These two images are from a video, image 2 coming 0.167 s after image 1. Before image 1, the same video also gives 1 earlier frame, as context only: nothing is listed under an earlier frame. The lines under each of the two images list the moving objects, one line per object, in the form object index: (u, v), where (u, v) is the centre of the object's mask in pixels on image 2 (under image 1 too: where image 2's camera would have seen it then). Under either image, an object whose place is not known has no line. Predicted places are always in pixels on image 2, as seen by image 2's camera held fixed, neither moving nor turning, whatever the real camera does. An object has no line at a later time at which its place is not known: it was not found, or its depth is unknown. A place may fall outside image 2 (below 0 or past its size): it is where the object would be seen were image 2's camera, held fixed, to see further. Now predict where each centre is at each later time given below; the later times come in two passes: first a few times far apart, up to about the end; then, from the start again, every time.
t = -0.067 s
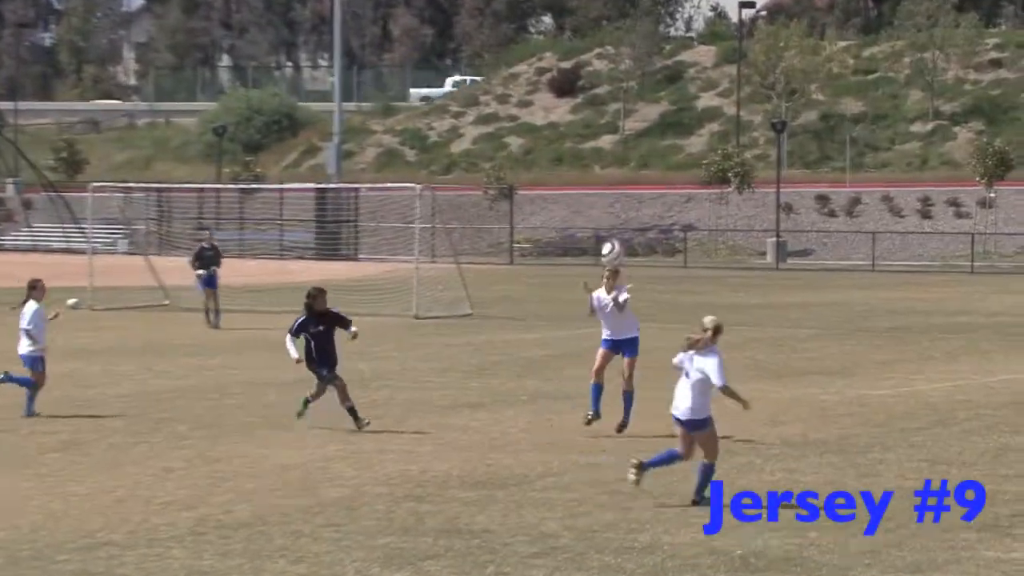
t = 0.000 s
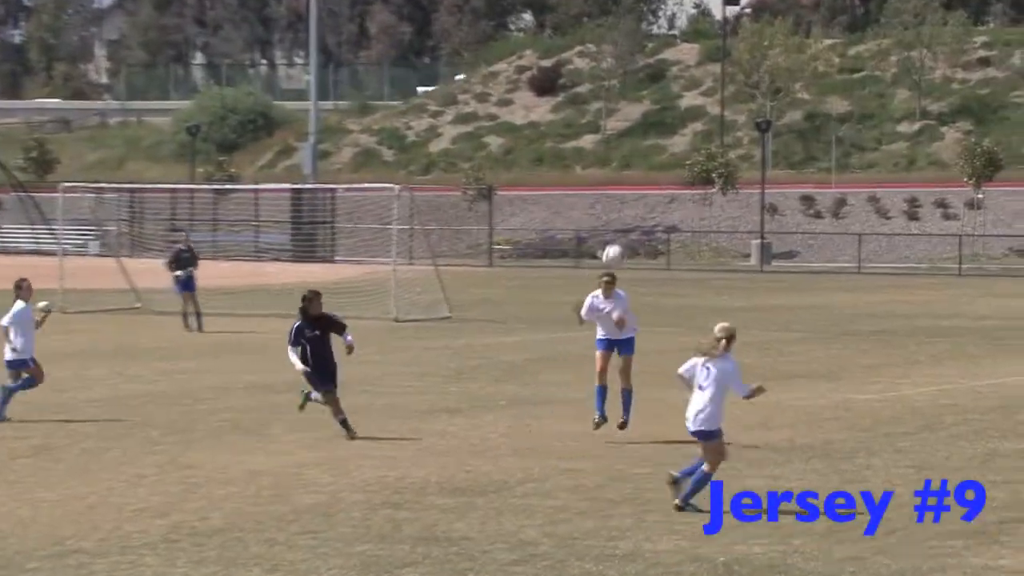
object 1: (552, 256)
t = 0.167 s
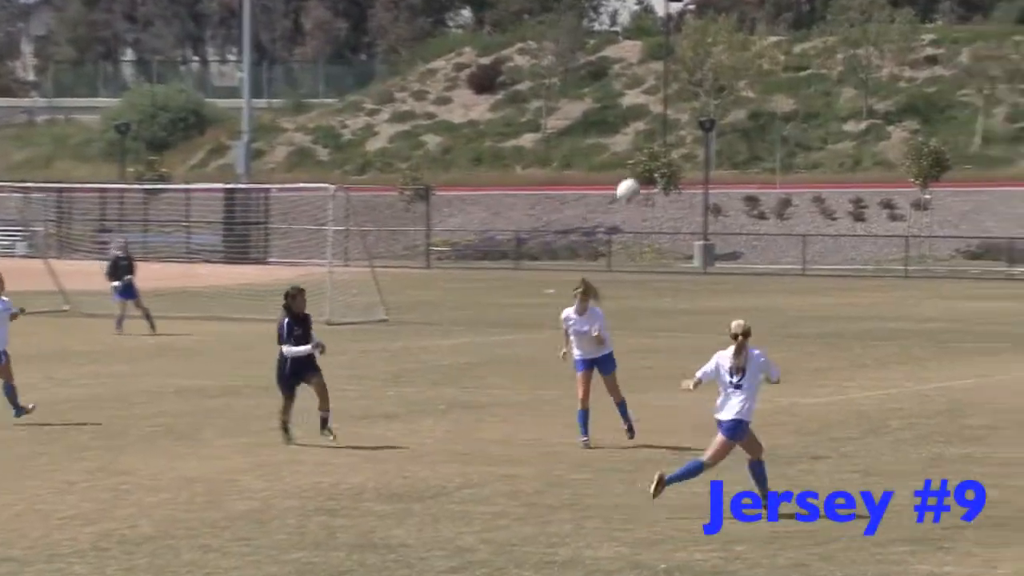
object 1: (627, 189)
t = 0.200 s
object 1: (642, 180)
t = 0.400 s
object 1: (738, 139)
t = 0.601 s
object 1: (835, 135)
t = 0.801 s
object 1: (937, 177)
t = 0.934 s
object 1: (1015, 234)
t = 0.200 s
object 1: (642, 180)
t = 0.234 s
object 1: (659, 172)
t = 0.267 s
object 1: (674, 163)
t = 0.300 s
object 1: (690, 153)
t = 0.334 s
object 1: (705, 148)
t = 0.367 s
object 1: (721, 143)
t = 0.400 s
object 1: (738, 139)
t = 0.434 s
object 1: (754, 135)
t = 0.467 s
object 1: (770, 133)
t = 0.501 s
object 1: (786, 132)
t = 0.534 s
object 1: (803, 132)
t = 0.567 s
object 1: (818, 134)
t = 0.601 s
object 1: (835, 135)
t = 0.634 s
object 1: (853, 139)
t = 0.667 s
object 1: (870, 145)
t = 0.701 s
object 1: (886, 150)
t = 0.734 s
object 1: (903, 157)
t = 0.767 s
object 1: (922, 168)
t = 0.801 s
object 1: (937, 177)
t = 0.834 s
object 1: (958, 189)
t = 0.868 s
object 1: (977, 202)
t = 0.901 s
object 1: (995, 217)
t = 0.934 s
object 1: (1015, 234)
